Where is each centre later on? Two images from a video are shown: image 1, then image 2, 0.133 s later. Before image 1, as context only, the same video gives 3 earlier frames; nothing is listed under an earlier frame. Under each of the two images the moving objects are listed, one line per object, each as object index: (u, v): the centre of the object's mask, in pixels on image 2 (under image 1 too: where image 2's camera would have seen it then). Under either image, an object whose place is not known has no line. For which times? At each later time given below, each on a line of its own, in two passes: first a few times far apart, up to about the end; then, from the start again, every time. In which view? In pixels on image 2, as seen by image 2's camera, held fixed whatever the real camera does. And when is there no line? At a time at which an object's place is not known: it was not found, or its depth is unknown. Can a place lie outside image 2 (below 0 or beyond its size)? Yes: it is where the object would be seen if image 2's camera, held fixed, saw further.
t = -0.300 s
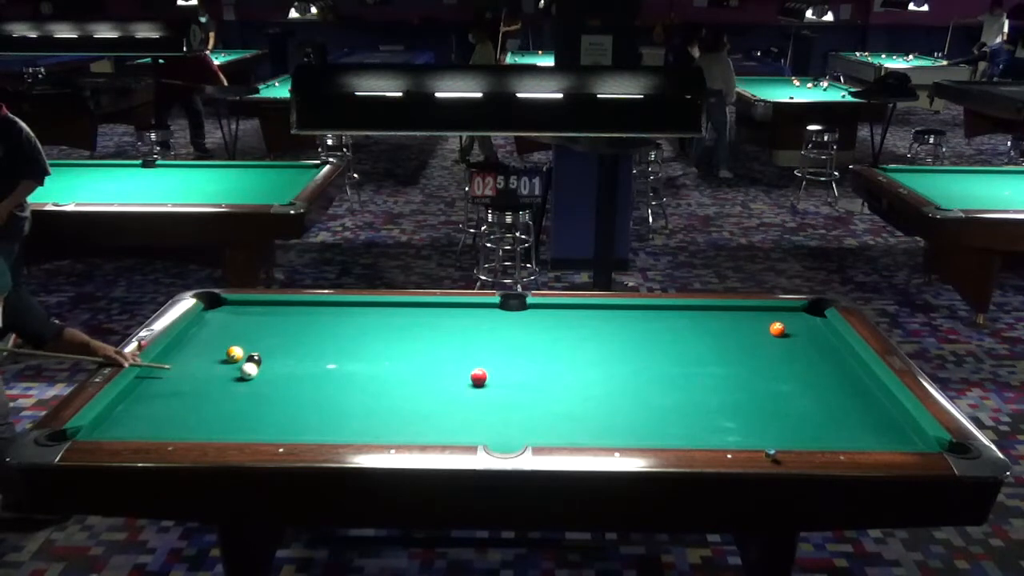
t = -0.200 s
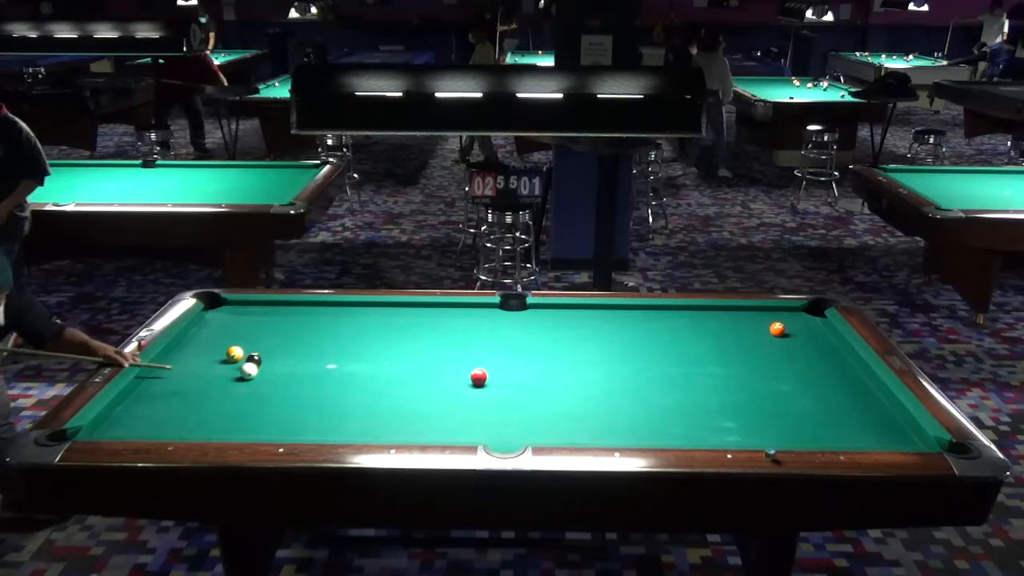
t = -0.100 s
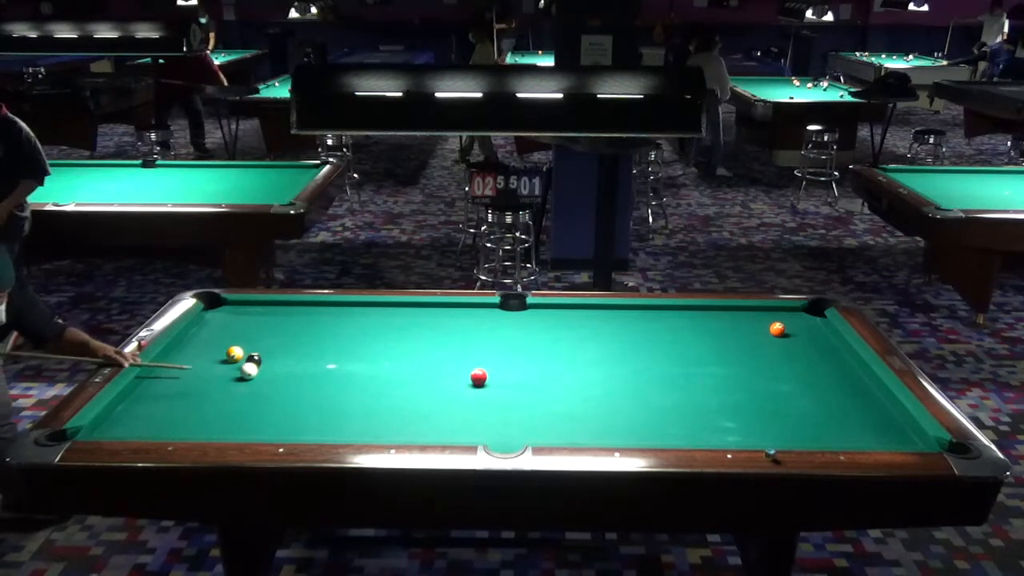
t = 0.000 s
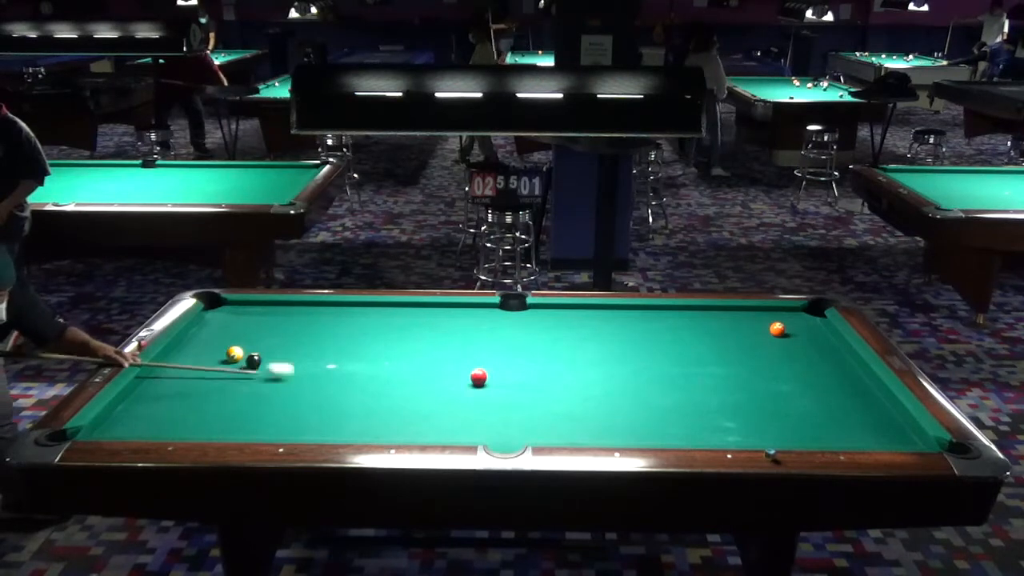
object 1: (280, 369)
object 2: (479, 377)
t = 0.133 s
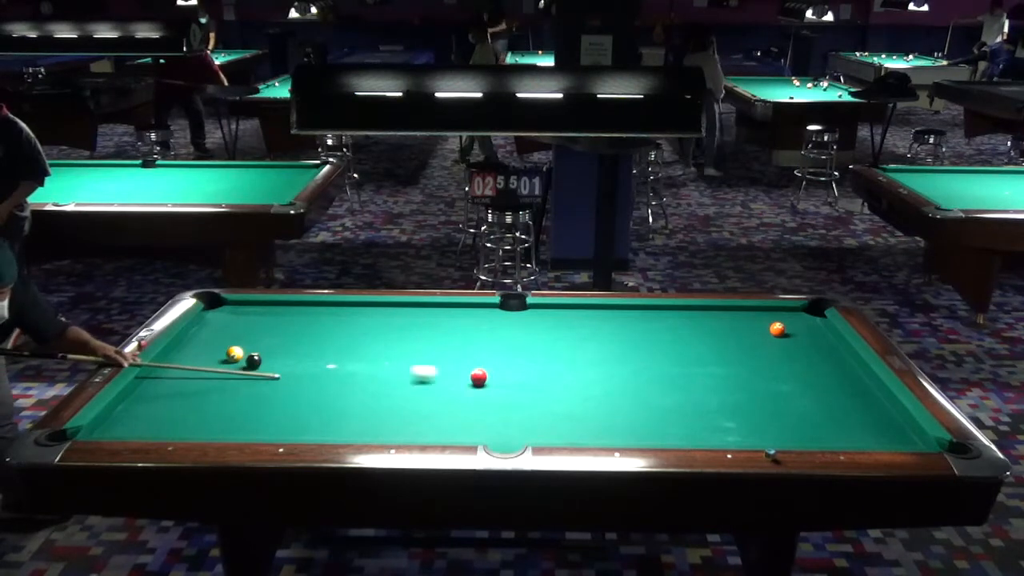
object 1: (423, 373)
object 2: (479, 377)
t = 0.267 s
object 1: (478, 364)
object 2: (556, 390)
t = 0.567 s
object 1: (520, 340)
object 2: (780, 426)
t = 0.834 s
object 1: (552, 321)
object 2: (918, 440)
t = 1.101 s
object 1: (578, 308)
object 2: (874, 428)
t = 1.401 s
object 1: (588, 317)
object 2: (835, 409)
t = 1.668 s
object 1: (597, 324)
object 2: (805, 395)
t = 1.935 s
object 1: (606, 332)
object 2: (777, 382)
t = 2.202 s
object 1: (616, 340)
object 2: (753, 371)
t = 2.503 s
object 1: (626, 348)
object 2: (728, 360)
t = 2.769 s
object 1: (634, 355)
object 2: (708, 351)
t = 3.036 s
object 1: (642, 362)
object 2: (691, 342)
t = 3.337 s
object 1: (649, 369)
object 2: (673, 334)
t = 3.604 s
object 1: (655, 374)
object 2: (658, 328)
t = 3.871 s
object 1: (662, 380)
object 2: (645, 322)
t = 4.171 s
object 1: (668, 385)
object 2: (631, 316)
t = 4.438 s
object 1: (672, 389)
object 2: (620, 311)
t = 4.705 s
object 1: (676, 393)
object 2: (611, 307)
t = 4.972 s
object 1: (679, 397)
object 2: (606, 309)
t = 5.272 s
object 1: (681, 400)
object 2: (602, 311)
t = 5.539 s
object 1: (683, 402)
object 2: (599, 312)
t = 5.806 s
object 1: (684, 403)
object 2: (597, 314)
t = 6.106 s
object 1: (684, 404)
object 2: (595, 314)
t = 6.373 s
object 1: (684, 404)
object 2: (594, 315)
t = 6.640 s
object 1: (684, 404)
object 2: (594, 315)
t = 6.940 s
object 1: (684, 404)
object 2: (594, 315)
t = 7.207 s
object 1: (684, 405)
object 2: (594, 315)
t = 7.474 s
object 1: (684, 404)
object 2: (594, 315)
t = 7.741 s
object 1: (684, 404)
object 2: (594, 315)
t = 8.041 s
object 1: (684, 404)
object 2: (594, 315)
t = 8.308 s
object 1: (684, 404)
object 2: (594, 315)
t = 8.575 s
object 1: (684, 404)
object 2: (594, 315)
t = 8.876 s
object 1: (684, 404)
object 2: (594, 315)
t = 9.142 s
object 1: (684, 405)
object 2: (594, 315)
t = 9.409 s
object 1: (684, 404)
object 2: (595, 315)
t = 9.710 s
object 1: (684, 405)
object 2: (594, 315)
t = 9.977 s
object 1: (684, 404)
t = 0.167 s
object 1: (458, 374)
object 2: (479, 377)
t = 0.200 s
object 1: (468, 371)
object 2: (501, 381)
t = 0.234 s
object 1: (473, 367)
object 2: (529, 385)
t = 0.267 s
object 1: (478, 364)
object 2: (556, 390)
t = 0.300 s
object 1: (483, 361)
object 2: (583, 394)
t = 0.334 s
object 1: (488, 358)
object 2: (610, 399)
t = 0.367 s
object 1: (493, 355)
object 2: (636, 403)
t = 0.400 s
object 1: (498, 353)
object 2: (661, 407)
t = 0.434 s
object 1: (502, 350)
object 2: (687, 411)
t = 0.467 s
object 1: (507, 347)
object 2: (711, 416)
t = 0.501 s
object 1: (511, 345)
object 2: (735, 420)
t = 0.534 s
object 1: (516, 342)
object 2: (757, 423)
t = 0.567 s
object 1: (520, 340)
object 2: (780, 426)
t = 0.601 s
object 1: (524, 337)
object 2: (804, 431)
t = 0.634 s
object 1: (528, 335)
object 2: (826, 434)
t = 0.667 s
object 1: (532, 332)
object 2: (849, 436)
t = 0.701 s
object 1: (537, 330)
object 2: (873, 439)
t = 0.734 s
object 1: (541, 328)
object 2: (893, 440)
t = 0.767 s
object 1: (545, 325)
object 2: (910, 439)
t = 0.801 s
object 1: (548, 323)
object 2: (926, 440)
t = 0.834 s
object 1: (552, 321)
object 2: (918, 440)
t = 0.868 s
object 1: (556, 319)
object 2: (910, 441)
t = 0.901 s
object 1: (559, 316)
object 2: (904, 439)
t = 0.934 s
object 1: (563, 314)
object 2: (898, 437)
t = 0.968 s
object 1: (567, 312)
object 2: (894, 436)
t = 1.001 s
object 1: (570, 310)
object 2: (888, 434)
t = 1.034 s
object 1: (574, 308)
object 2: (884, 433)
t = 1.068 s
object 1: (577, 307)
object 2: (880, 430)
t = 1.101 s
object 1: (578, 308)
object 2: (874, 428)
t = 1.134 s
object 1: (579, 309)
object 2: (870, 426)
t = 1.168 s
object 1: (580, 310)
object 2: (865, 423)
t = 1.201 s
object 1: (581, 311)
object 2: (861, 421)
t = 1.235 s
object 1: (582, 312)
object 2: (856, 419)
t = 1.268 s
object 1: (583, 313)
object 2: (852, 417)
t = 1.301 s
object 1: (584, 314)
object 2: (848, 415)
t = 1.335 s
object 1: (586, 315)
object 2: (843, 413)
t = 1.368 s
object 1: (587, 316)
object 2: (839, 411)
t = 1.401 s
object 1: (588, 317)
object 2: (835, 409)
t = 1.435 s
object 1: (589, 318)
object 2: (831, 407)
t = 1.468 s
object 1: (590, 319)
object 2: (828, 406)
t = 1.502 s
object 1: (591, 319)
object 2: (824, 404)
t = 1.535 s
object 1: (593, 321)
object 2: (820, 402)
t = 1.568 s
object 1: (594, 322)
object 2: (816, 400)
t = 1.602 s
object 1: (595, 323)
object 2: (812, 399)
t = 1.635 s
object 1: (596, 324)
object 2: (809, 397)
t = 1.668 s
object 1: (597, 324)
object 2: (805, 395)
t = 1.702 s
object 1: (598, 326)
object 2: (801, 393)
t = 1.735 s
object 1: (600, 327)
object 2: (797, 392)
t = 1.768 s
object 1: (601, 327)
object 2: (794, 390)
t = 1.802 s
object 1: (602, 328)
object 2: (790, 389)
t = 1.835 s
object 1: (603, 329)
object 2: (787, 387)
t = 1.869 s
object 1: (604, 330)
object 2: (784, 386)
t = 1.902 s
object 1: (605, 331)
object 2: (780, 384)
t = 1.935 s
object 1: (606, 332)
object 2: (777, 382)
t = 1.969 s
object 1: (608, 333)
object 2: (774, 381)
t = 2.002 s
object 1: (609, 334)
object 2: (771, 379)
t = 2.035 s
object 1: (610, 335)
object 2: (768, 378)
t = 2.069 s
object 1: (611, 336)
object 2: (764, 377)
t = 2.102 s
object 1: (612, 337)
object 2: (761, 375)
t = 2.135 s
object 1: (613, 338)
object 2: (759, 374)
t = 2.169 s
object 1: (615, 339)
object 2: (756, 372)
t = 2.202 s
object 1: (616, 340)
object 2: (753, 371)
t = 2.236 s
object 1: (617, 341)
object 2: (750, 370)
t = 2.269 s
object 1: (618, 342)
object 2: (747, 368)
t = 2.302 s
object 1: (619, 342)
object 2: (744, 367)
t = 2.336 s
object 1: (620, 343)
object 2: (741, 366)
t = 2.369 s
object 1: (621, 344)
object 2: (738, 365)
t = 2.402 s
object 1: (622, 345)
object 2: (736, 363)
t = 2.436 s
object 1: (623, 346)
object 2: (733, 362)
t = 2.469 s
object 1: (624, 347)
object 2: (730, 361)
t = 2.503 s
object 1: (626, 348)
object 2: (728, 360)
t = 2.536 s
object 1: (627, 349)
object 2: (725, 359)
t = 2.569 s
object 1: (628, 350)
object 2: (723, 357)
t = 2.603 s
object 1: (629, 351)
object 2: (720, 356)
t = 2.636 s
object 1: (630, 351)
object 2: (717, 355)
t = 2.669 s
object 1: (631, 352)
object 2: (715, 354)
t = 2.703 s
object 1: (632, 353)
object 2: (713, 353)
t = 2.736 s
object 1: (633, 354)
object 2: (711, 352)
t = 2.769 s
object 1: (634, 355)
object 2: (708, 351)
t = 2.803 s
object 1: (635, 356)
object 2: (706, 350)
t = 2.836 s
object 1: (636, 356)
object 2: (703, 349)
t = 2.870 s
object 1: (637, 357)
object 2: (702, 347)
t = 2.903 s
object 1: (638, 358)
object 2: (699, 346)
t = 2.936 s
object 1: (639, 359)
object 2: (697, 345)
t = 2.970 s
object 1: (640, 360)
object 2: (695, 344)
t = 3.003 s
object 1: (641, 361)
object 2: (692, 343)
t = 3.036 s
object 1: (642, 362)
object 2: (691, 342)
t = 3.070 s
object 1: (643, 362)
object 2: (688, 342)
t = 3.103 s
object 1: (643, 363)
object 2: (686, 340)
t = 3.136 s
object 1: (644, 364)
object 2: (684, 339)
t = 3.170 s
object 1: (645, 365)
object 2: (682, 339)
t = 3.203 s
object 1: (646, 365)
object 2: (680, 338)
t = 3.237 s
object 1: (647, 366)
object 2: (678, 337)
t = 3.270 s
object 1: (647, 367)
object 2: (676, 336)
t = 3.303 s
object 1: (648, 368)
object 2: (675, 335)
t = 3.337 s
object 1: (649, 369)
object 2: (673, 334)
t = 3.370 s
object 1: (650, 369)
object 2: (671, 333)
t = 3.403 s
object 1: (651, 370)
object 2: (669, 332)
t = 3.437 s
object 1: (651, 371)
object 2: (667, 331)
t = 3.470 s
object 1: (652, 371)
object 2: (665, 331)
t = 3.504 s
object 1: (653, 372)
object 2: (663, 330)
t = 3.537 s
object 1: (654, 373)
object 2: (661, 329)
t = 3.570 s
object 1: (655, 374)
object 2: (659, 328)
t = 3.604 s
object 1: (655, 374)
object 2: (658, 328)
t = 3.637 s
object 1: (656, 375)
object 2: (656, 327)
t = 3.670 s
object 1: (657, 376)
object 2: (654, 326)
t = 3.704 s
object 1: (658, 376)
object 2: (653, 325)
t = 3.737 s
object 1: (659, 377)
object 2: (651, 324)
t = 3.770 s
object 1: (659, 378)
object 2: (649, 324)
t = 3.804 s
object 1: (660, 378)
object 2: (648, 323)
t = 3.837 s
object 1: (661, 379)
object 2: (646, 322)
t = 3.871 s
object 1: (662, 380)
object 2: (645, 322)
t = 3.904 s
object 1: (663, 380)
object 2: (643, 321)
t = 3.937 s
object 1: (663, 381)
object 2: (641, 321)
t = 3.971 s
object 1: (664, 382)
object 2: (640, 320)
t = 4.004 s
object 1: (664, 382)
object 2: (639, 319)
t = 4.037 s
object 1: (665, 383)
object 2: (637, 318)
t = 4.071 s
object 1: (666, 383)
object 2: (635, 318)
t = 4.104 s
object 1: (666, 384)
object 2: (634, 317)
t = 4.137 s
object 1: (667, 385)
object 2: (632, 316)
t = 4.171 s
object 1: (668, 385)
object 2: (631, 316)
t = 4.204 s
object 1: (669, 386)
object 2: (629, 315)
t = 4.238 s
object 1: (669, 386)
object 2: (628, 314)
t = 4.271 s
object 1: (670, 387)
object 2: (627, 314)
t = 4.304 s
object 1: (670, 388)
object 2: (626, 313)
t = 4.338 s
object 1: (671, 388)
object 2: (624, 313)
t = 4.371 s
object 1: (671, 389)
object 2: (623, 312)
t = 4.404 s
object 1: (672, 389)
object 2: (621, 311)
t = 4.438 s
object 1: (672, 389)
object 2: (620, 311)
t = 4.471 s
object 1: (673, 390)
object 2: (619, 310)
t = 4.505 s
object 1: (673, 390)
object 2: (618, 310)
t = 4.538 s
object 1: (674, 391)
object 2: (616, 309)
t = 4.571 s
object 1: (674, 391)
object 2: (615, 309)
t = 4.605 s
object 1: (675, 392)
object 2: (614, 308)
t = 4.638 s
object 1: (675, 392)
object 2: (612, 308)
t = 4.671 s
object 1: (676, 393)
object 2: (611, 307)
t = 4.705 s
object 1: (676, 393)
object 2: (611, 307)
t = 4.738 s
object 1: (677, 394)
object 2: (610, 308)
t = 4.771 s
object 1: (677, 394)
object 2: (610, 308)
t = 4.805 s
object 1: (677, 395)
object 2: (609, 308)
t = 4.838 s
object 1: (678, 395)
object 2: (608, 308)
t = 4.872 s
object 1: (678, 396)
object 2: (608, 309)
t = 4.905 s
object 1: (678, 396)
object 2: (607, 309)
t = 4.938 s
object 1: (679, 397)
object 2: (606, 309)
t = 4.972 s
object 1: (679, 397)
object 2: (606, 309)
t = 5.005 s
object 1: (679, 397)
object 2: (605, 309)
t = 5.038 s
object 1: (679, 398)
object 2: (605, 309)
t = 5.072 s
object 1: (680, 398)
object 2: (605, 310)
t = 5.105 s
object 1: (680, 398)
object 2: (605, 310)
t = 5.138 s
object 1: (680, 399)
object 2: (604, 310)
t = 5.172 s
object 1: (680, 399)
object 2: (604, 310)
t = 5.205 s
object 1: (681, 399)
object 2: (603, 311)
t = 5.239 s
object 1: (681, 400)
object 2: (603, 311)
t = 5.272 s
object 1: (681, 400)
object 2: (602, 311)
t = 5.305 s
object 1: (682, 400)
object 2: (602, 311)
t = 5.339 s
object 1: (682, 401)
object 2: (601, 311)
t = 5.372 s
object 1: (682, 401)
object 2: (601, 311)
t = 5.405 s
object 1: (682, 401)
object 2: (601, 312)
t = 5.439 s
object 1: (682, 401)
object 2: (600, 312)
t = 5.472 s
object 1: (682, 401)
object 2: (600, 312)
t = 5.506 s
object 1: (682, 402)
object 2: (600, 312)
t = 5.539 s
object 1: (683, 402)
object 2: (599, 312)
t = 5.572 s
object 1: (683, 402)
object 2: (599, 313)
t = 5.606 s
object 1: (683, 402)
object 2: (599, 313)
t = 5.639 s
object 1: (683, 402)
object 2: (599, 313)
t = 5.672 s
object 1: (683, 403)
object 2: (598, 313)
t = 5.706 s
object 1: (683, 403)
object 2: (598, 313)
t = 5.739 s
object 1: (684, 403)
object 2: (598, 314)
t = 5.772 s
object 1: (684, 403)
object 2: (598, 314)
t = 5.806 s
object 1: (684, 403)
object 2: (597, 314)
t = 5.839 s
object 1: (684, 403)
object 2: (597, 314)
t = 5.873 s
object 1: (684, 404)
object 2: (597, 314)
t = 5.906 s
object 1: (684, 404)
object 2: (596, 314)
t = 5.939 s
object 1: (684, 404)
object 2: (596, 314)
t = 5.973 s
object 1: (684, 404)
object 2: (596, 314)
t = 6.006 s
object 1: (684, 404)
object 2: (596, 314)
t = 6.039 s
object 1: (684, 404)
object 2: (596, 314)
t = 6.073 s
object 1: (684, 404)
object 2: (595, 315)
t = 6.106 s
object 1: (684, 404)
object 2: (595, 314)
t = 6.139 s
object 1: (684, 404)
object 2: (595, 315)
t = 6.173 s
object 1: (684, 404)
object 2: (595, 315)
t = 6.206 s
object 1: (684, 404)
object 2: (595, 315)
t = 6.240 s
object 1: (684, 404)
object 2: (594, 315)
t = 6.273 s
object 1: (684, 404)
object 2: (595, 315)
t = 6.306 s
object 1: (684, 404)
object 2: (595, 315)
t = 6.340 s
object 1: (684, 404)
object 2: (594, 315)
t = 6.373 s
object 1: (684, 404)
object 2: (594, 315)
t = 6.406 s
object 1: (684, 404)
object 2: (594, 315)
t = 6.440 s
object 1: (684, 404)
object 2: (594, 315)
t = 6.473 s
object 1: (684, 404)
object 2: (594, 315)
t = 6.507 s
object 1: (684, 404)
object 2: (594, 315)
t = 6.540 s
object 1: (684, 405)
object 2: (594, 315)
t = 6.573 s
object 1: (684, 404)
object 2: (594, 315)
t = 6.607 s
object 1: (684, 404)
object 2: (594, 315)
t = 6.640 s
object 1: (684, 404)
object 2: (594, 315)
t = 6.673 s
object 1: (684, 404)
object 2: (594, 315)
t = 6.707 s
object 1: (684, 404)
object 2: (594, 315)
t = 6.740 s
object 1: (684, 404)
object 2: (594, 315)
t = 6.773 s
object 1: (684, 404)
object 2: (594, 315)
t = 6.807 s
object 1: (684, 404)
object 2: (594, 315)
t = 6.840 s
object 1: (684, 404)
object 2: (594, 315)
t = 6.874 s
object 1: (684, 404)
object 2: (594, 315)
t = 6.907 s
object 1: (684, 404)
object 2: (594, 315)
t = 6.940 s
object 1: (684, 404)
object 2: (594, 315)
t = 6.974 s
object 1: (684, 404)
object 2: (594, 315)
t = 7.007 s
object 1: (684, 404)
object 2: (594, 315)
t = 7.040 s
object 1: (684, 405)
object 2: (594, 315)
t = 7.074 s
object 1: (684, 404)
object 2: (594, 315)
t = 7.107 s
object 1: (684, 404)
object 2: (594, 315)
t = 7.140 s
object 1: (684, 404)
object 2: (594, 315)
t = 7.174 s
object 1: (684, 404)
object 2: (594, 315)
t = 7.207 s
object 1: (684, 405)
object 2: (594, 315)
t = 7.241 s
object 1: (684, 404)
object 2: (594, 315)
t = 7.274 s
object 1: (684, 404)
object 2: (594, 315)
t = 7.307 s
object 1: (684, 404)
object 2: (594, 315)
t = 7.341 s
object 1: (684, 404)
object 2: (594, 315)
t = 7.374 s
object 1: (684, 404)
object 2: (594, 315)
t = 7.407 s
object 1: (684, 404)
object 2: (594, 315)
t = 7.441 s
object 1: (684, 404)
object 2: (594, 315)
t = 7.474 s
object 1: (684, 404)
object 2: (594, 315)
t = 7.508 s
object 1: (684, 404)
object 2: (594, 315)
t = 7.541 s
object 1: (684, 404)
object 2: (594, 315)
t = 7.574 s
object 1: (684, 404)
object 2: (594, 315)
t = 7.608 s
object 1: (684, 404)
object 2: (594, 315)
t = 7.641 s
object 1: (684, 404)
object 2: (594, 315)
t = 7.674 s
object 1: (684, 404)
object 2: (594, 315)
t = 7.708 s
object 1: (684, 404)
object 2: (594, 315)
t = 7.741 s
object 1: (684, 404)
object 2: (594, 315)
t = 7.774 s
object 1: (684, 404)
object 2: (594, 315)
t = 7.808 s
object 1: (684, 404)
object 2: (594, 315)
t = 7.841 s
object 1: (684, 404)
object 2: (594, 315)
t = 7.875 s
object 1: (684, 404)
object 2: (594, 315)
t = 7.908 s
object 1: (684, 404)
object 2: (594, 315)
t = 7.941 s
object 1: (684, 404)
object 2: (594, 315)
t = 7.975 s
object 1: (684, 404)
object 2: (594, 315)
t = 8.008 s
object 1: (684, 404)
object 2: (594, 315)
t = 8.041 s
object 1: (684, 404)
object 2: (594, 315)
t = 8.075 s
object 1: (684, 404)
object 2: (594, 315)
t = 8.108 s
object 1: (684, 404)
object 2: (594, 315)
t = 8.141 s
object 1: (684, 404)
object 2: (594, 315)
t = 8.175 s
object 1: (684, 404)
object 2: (594, 315)
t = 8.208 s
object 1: (684, 404)
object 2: (594, 315)
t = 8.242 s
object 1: (684, 404)
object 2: (594, 315)
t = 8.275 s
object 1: (684, 404)
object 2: (594, 315)
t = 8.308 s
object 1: (684, 404)
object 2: (594, 315)
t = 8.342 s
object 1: (684, 404)
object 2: (594, 315)
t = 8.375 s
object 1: (684, 404)
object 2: (594, 315)
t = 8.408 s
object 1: (684, 404)
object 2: (594, 315)
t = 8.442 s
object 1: (684, 404)
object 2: (594, 315)
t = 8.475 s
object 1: (684, 404)
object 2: (594, 315)
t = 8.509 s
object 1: (684, 404)
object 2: (594, 315)
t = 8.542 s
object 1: (684, 404)
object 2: (594, 315)
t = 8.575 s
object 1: (684, 404)
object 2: (594, 315)
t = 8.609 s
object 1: (684, 404)
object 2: (594, 315)
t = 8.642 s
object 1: (684, 404)
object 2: (594, 315)
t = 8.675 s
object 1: (684, 404)
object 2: (594, 315)
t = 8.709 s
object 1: (684, 404)
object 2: (594, 315)
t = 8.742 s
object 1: (684, 404)
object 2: (594, 315)
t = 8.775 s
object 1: (684, 404)
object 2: (594, 315)
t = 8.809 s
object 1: (684, 404)
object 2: (594, 315)
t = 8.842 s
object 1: (684, 404)
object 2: (594, 315)
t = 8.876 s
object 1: (684, 404)
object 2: (594, 315)
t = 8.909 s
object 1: (684, 404)
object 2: (594, 315)
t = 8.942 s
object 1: (684, 404)
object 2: (594, 315)
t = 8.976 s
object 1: (684, 404)
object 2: (594, 315)
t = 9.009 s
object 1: (684, 404)
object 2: (594, 315)
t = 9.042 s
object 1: (684, 404)
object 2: (594, 315)
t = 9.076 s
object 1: (684, 404)
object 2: (594, 315)
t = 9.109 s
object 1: (684, 404)
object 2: (594, 315)
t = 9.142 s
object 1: (684, 405)
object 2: (594, 315)
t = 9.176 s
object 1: (684, 404)
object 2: (594, 315)
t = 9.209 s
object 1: (684, 404)
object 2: (595, 315)
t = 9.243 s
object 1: (684, 404)
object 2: (594, 315)
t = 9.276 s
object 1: (684, 404)
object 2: (594, 315)
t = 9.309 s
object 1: (684, 404)
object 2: (594, 315)
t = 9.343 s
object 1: (684, 404)
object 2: (594, 315)
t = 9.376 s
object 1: (684, 404)
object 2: (594, 315)
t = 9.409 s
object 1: (684, 404)
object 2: (595, 315)
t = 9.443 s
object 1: (684, 404)
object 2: (595, 315)
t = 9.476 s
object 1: (684, 404)
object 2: (595, 315)
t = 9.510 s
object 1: (684, 404)
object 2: (594, 315)
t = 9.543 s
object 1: (684, 405)
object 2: (594, 315)
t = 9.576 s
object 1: (684, 404)
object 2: (595, 315)
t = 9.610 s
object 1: (684, 404)
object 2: (594, 315)
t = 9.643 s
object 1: (684, 404)
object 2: (594, 315)
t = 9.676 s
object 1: (684, 404)
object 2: (594, 315)
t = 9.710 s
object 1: (684, 405)
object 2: (594, 315)
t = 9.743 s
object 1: (684, 404)
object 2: (594, 315)
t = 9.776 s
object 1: (684, 404)
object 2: (594, 315)
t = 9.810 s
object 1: (684, 404)
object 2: (595, 315)
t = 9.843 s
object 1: (684, 404)
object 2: (598, 316)
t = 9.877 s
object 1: (684, 405)
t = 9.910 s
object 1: (684, 405)
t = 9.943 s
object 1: (684, 405)
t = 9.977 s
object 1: (684, 404)
